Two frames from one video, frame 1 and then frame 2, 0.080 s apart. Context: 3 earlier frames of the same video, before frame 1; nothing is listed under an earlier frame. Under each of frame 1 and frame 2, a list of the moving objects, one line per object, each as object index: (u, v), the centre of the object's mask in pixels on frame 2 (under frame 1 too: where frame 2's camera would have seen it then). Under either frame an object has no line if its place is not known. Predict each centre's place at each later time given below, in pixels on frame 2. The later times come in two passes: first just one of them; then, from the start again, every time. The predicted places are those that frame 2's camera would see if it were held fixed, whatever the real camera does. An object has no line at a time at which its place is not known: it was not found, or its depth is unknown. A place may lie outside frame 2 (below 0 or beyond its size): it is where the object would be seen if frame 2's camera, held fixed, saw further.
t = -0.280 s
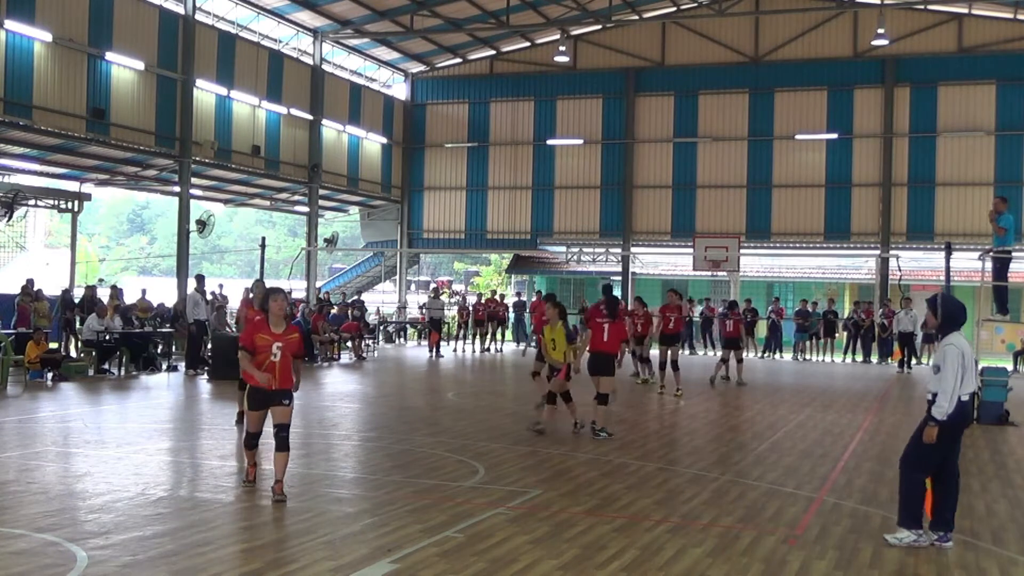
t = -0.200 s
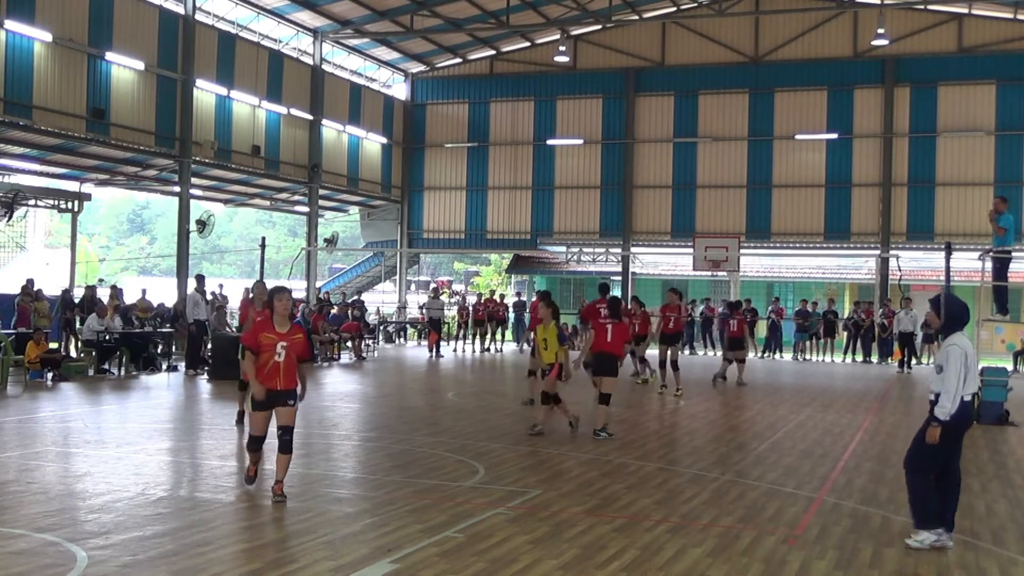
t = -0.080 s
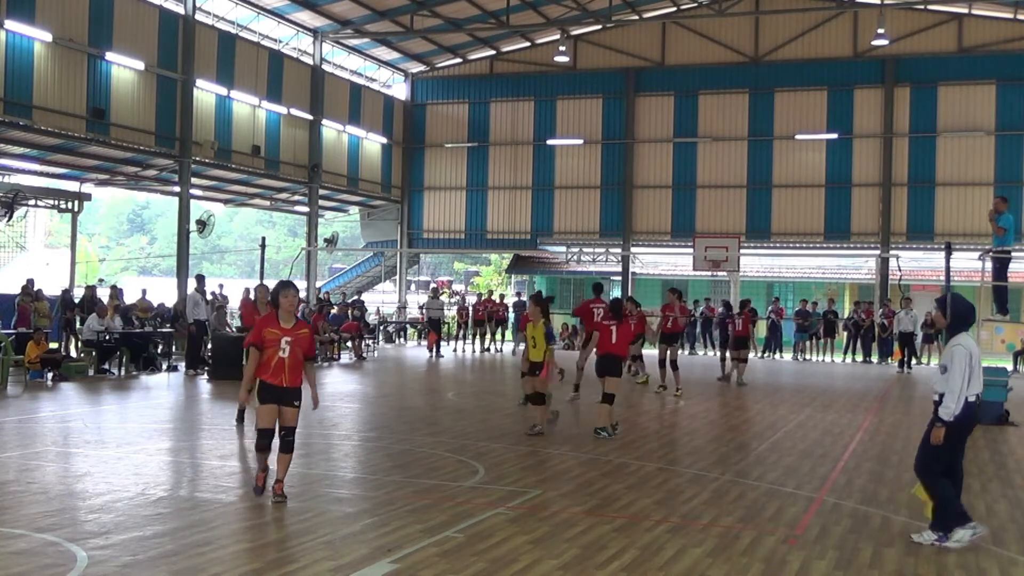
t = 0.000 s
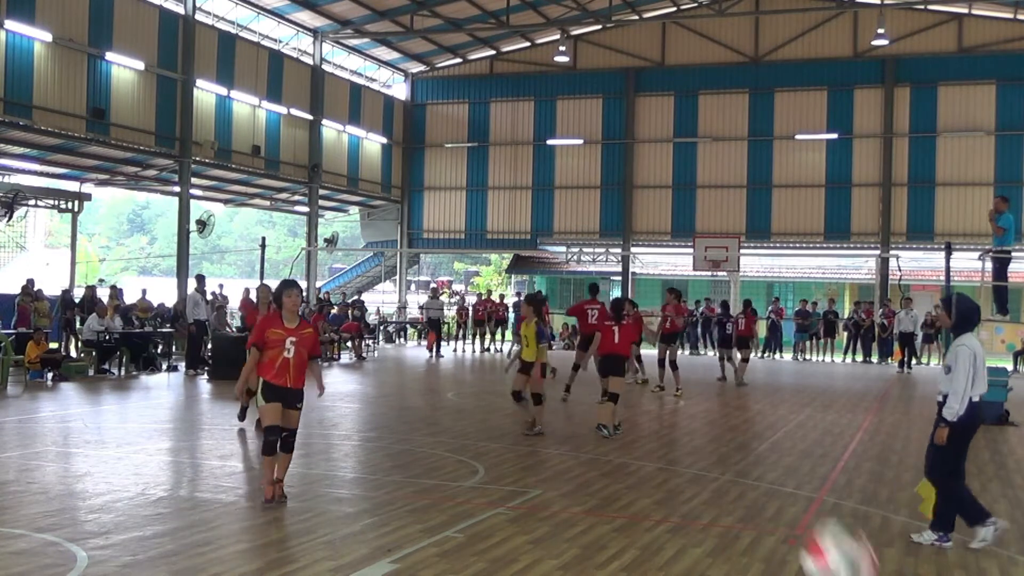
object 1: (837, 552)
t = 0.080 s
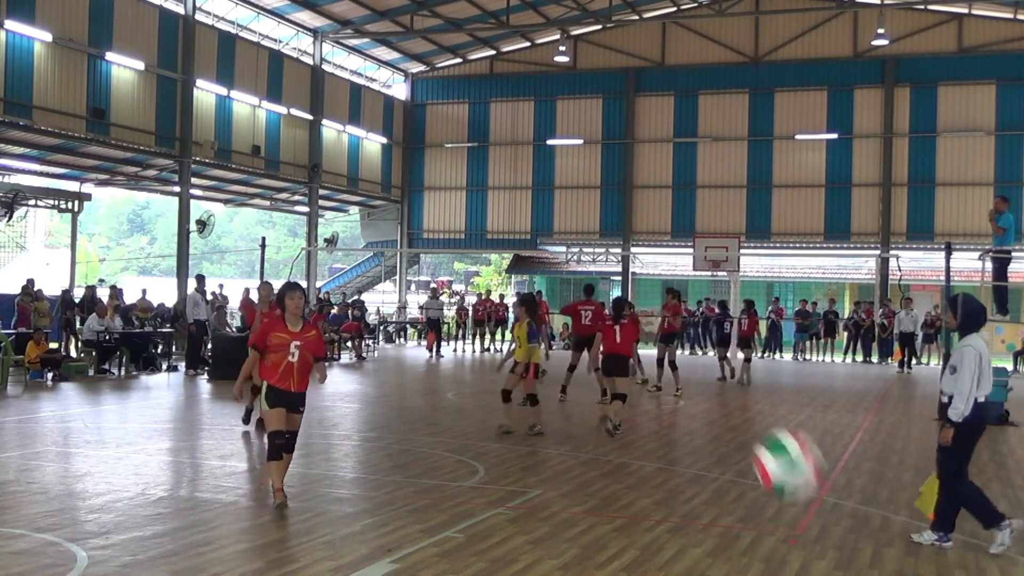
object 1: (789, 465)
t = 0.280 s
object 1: (681, 336)
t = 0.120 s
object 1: (766, 427)
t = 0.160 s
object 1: (745, 397)
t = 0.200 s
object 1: (723, 372)
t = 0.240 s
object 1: (703, 350)
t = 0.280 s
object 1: (681, 336)
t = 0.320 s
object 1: (664, 327)
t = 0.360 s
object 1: (647, 323)
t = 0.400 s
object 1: (630, 323)
